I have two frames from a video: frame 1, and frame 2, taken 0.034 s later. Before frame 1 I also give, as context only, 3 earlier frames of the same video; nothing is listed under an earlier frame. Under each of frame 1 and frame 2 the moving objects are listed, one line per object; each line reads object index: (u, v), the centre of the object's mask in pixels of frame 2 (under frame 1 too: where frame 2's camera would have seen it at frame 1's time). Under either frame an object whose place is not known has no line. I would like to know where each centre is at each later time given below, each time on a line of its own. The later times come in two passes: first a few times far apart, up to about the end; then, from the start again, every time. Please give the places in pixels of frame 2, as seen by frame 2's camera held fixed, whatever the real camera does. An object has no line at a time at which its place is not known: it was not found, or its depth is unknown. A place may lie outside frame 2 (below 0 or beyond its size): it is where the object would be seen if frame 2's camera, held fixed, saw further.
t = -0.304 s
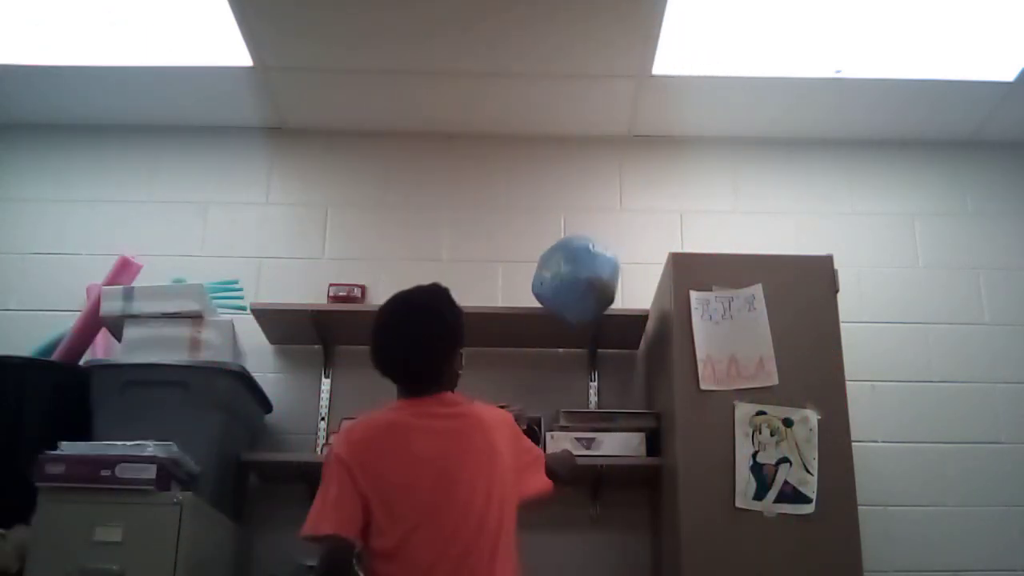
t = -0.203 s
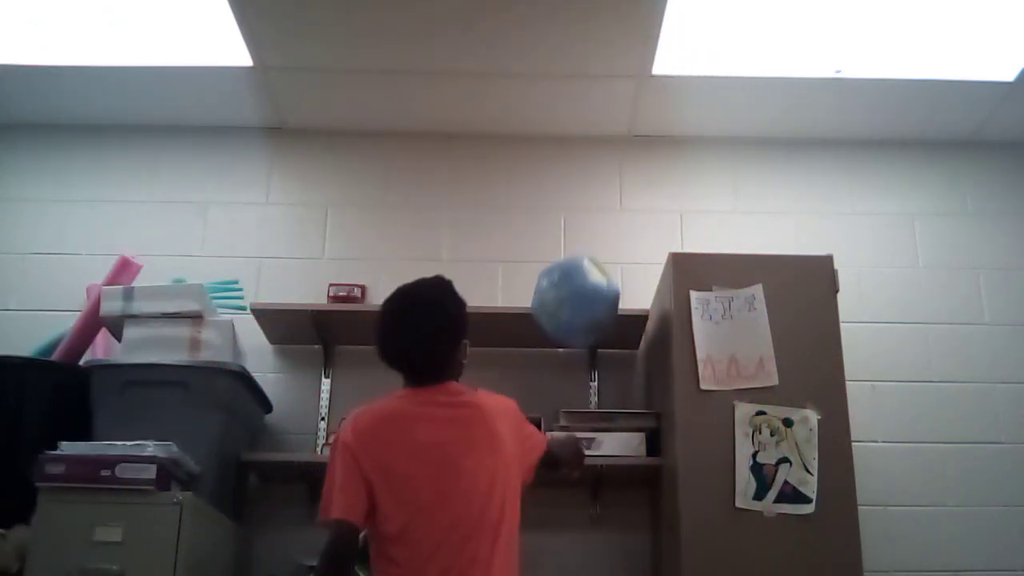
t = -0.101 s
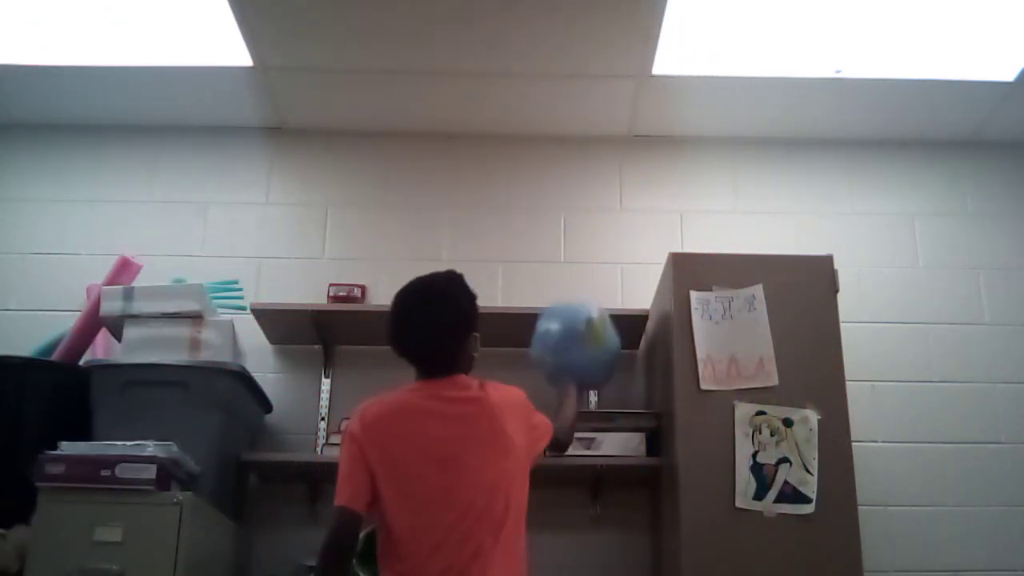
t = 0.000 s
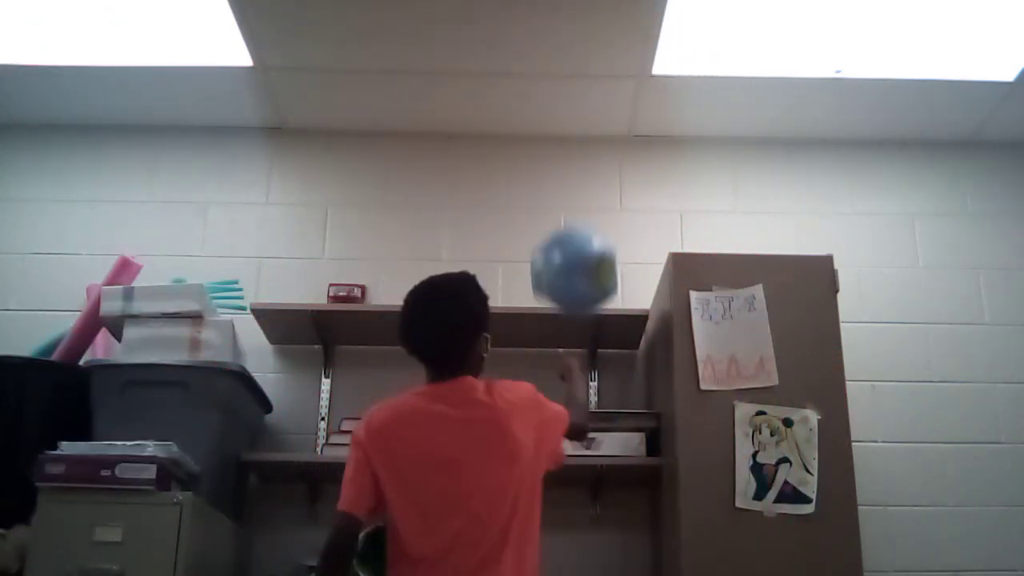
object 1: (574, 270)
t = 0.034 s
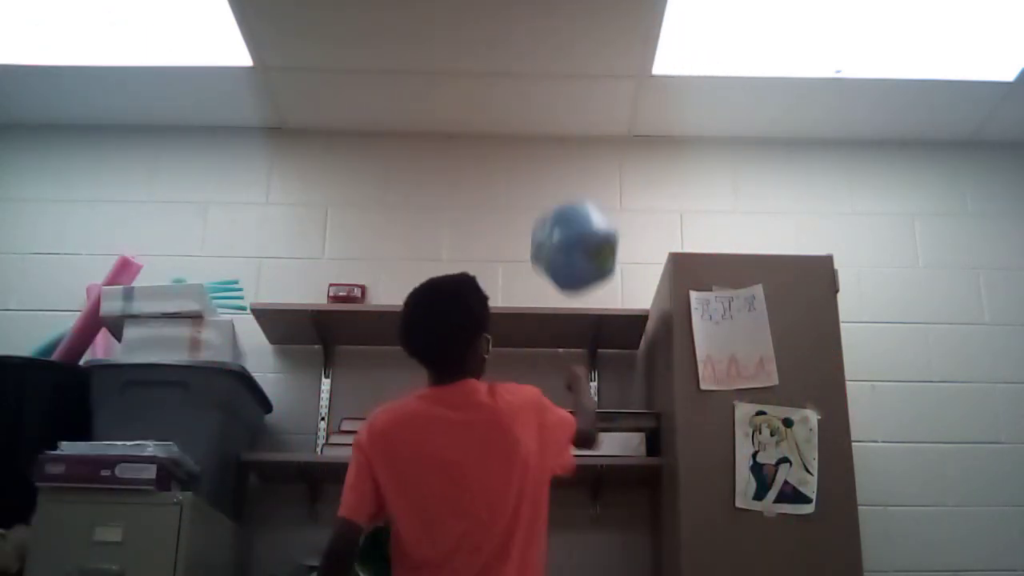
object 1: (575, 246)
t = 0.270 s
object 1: (580, 151)
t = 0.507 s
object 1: (582, 189)
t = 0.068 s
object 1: (575, 225)
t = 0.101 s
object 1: (576, 206)
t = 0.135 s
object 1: (577, 189)
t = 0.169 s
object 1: (578, 176)
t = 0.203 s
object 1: (579, 166)
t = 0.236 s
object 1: (579, 157)
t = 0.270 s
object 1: (580, 151)
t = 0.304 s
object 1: (580, 147)
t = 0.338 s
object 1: (580, 147)
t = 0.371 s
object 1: (580, 149)
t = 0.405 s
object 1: (580, 155)
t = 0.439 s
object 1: (581, 163)
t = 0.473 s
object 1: (581, 174)
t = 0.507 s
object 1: (582, 189)
